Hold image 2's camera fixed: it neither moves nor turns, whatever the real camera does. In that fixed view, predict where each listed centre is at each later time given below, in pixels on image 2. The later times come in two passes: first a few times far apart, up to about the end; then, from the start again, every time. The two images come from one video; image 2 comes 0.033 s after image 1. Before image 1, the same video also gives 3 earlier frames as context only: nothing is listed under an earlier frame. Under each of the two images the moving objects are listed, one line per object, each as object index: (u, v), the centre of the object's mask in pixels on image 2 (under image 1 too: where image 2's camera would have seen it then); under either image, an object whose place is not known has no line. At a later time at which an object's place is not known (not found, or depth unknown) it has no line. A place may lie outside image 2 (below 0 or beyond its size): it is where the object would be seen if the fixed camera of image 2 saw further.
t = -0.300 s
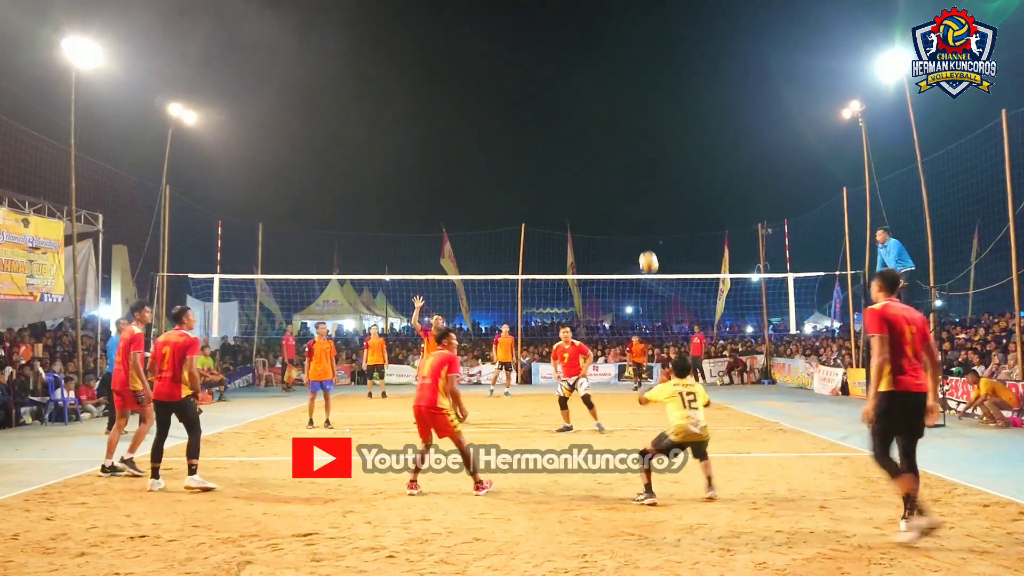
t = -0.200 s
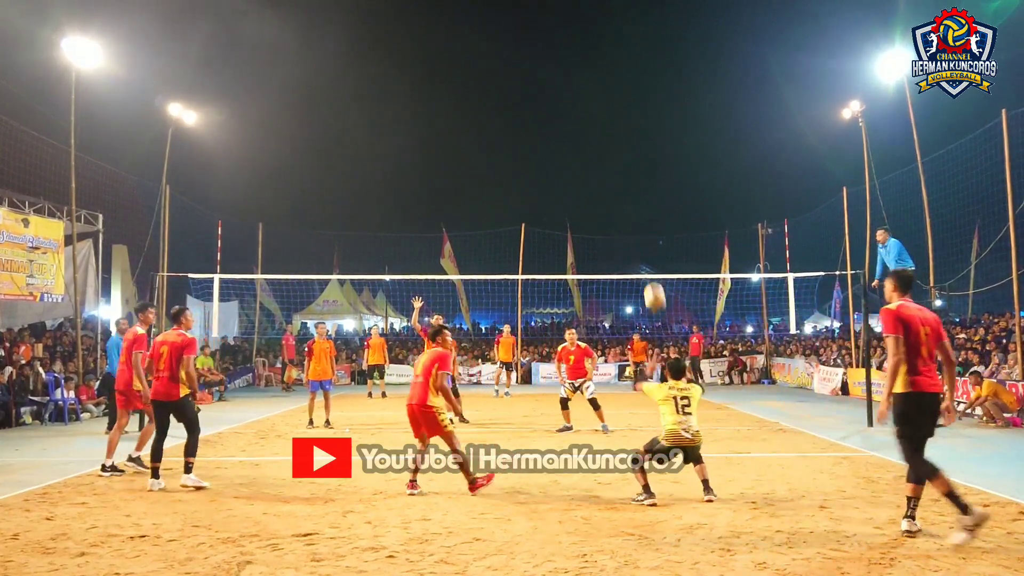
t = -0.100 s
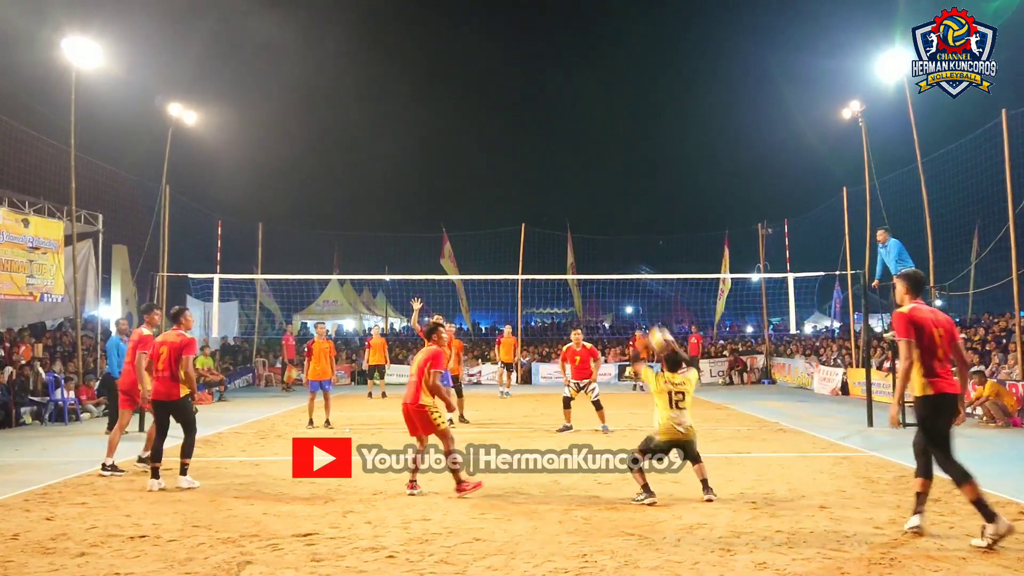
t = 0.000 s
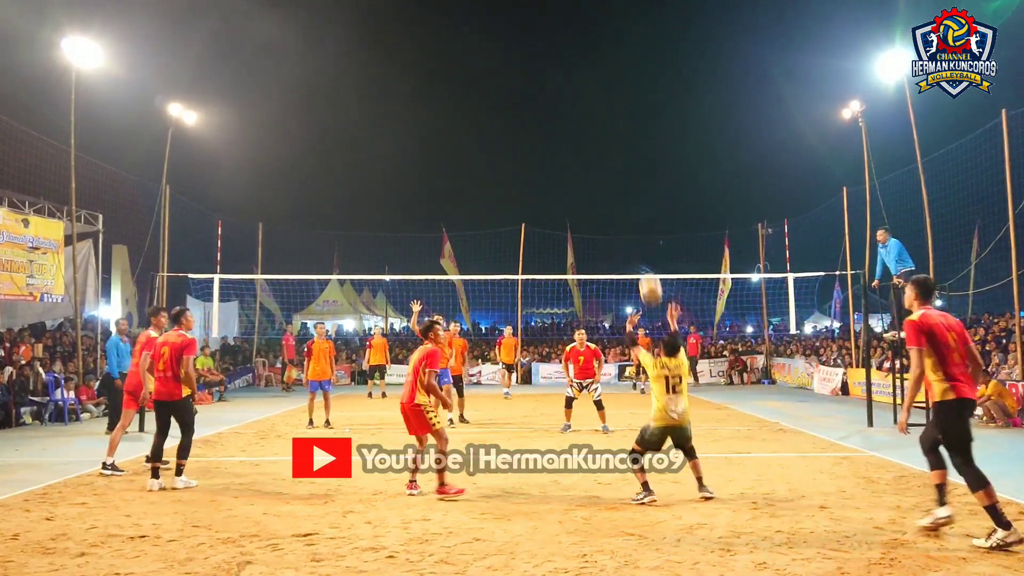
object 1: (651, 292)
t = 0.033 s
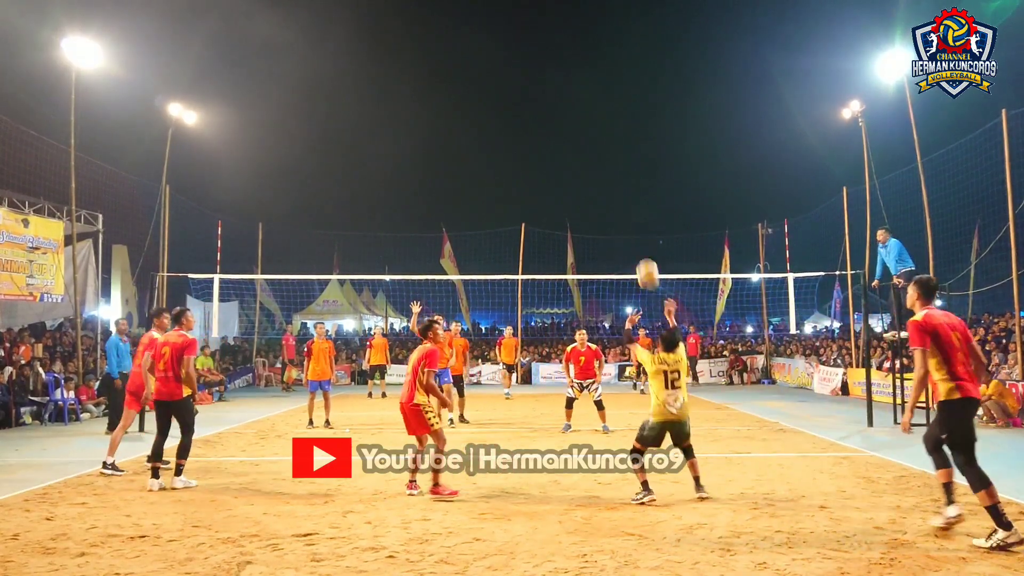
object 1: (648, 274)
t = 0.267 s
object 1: (630, 210)
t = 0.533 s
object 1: (615, 205)
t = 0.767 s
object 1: (605, 244)
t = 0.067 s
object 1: (645, 261)
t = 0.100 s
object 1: (643, 249)
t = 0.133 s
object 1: (640, 238)
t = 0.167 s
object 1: (637, 229)
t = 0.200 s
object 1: (635, 222)
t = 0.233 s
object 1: (632, 215)
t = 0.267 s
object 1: (630, 210)
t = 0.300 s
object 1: (628, 206)
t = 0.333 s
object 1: (626, 203)
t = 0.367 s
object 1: (624, 201)
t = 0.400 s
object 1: (622, 200)
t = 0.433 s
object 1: (620, 200)
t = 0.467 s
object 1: (618, 201)
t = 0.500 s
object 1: (617, 203)
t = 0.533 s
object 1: (615, 205)
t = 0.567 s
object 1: (614, 208)
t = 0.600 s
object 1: (612, 212)
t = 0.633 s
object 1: (611, 217)
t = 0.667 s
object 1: (609, 223)
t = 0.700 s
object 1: (608, 229)
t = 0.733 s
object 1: (606, 236)
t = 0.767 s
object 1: (605, 244)
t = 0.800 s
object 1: (604, 252)
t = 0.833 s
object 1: (602, 261)
